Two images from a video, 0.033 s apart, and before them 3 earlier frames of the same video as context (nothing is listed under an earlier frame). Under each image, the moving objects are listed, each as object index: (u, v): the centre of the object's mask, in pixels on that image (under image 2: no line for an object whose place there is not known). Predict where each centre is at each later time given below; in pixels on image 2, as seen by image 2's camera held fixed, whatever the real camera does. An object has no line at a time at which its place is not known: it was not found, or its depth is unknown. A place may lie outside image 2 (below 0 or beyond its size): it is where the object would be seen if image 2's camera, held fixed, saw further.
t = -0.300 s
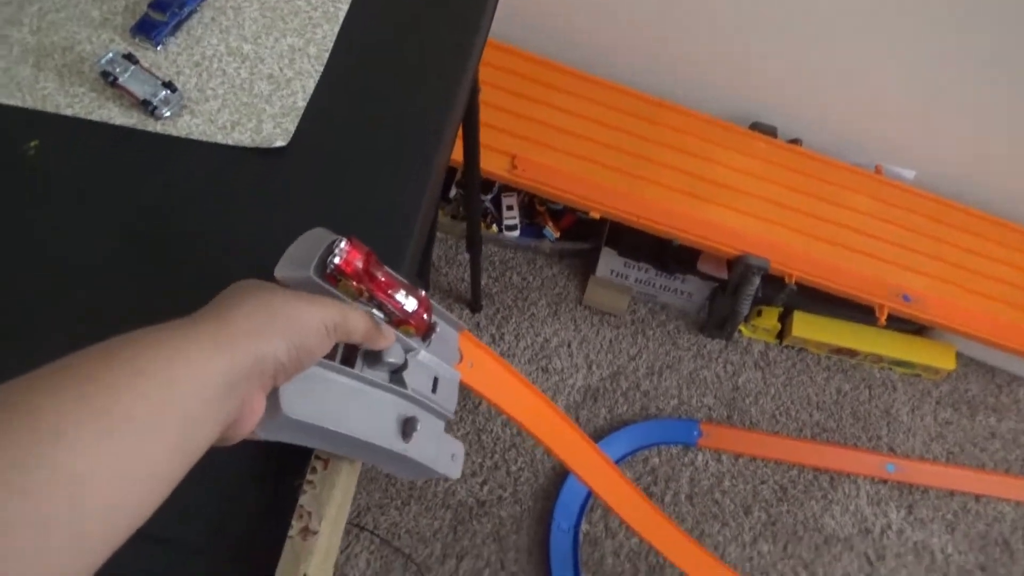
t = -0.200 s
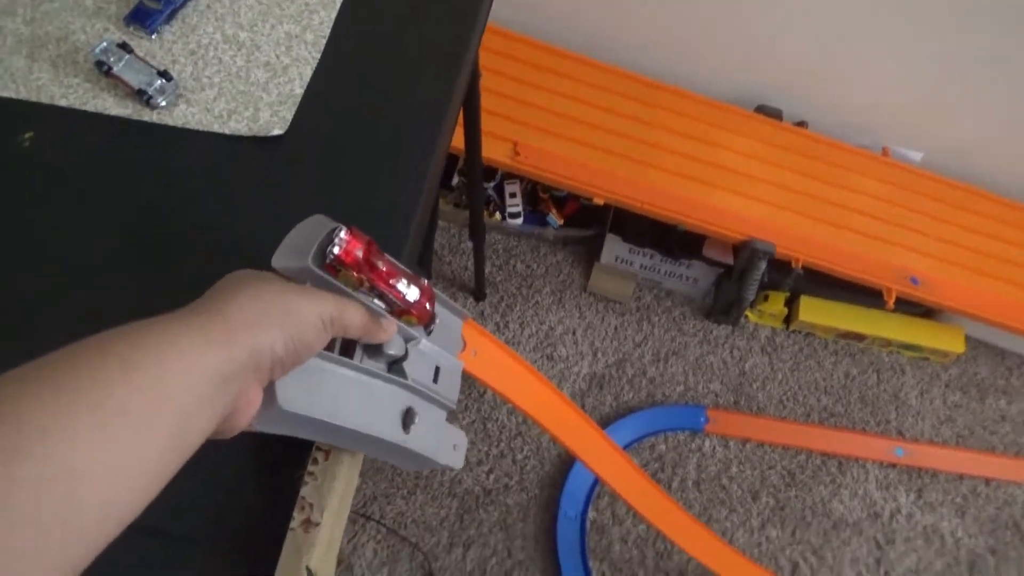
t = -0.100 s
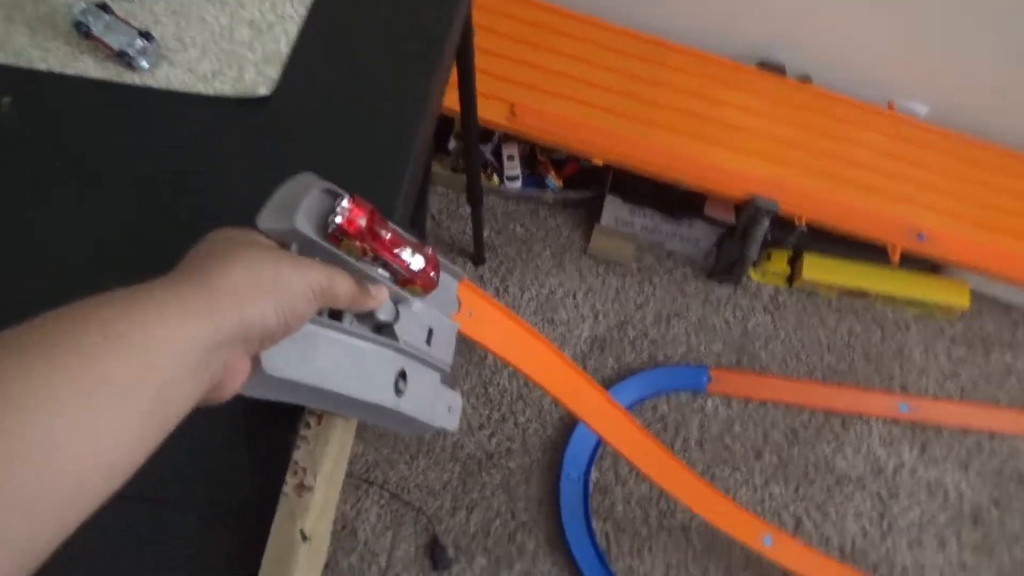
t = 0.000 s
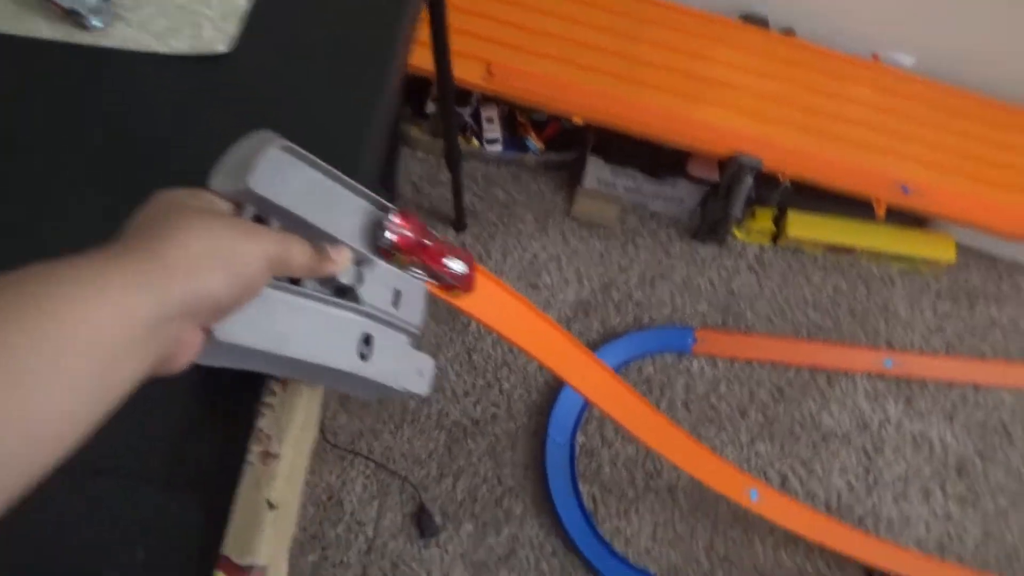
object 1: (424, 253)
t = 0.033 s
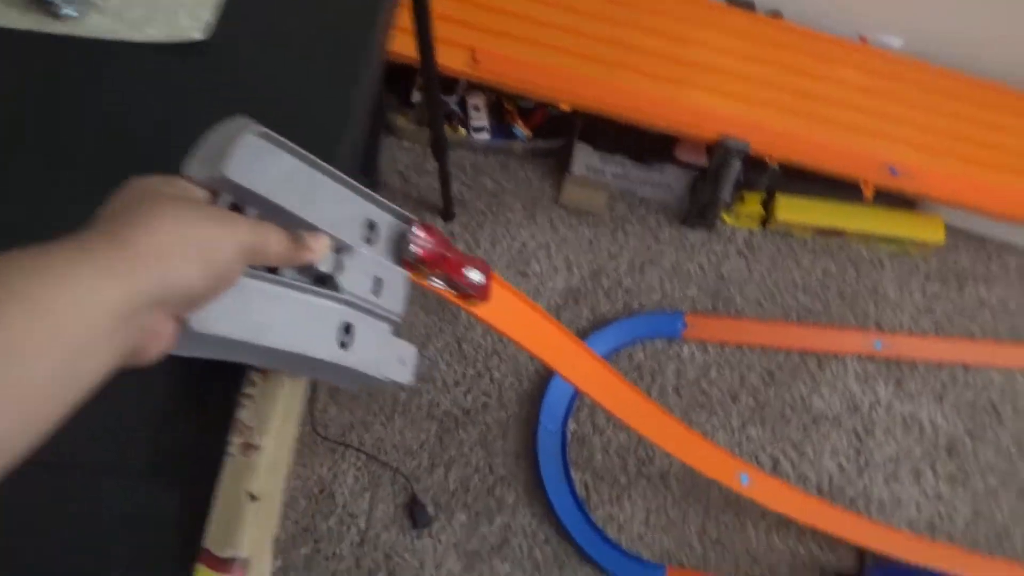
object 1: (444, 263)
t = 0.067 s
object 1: (483, 286)
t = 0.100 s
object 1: (519, 313)
